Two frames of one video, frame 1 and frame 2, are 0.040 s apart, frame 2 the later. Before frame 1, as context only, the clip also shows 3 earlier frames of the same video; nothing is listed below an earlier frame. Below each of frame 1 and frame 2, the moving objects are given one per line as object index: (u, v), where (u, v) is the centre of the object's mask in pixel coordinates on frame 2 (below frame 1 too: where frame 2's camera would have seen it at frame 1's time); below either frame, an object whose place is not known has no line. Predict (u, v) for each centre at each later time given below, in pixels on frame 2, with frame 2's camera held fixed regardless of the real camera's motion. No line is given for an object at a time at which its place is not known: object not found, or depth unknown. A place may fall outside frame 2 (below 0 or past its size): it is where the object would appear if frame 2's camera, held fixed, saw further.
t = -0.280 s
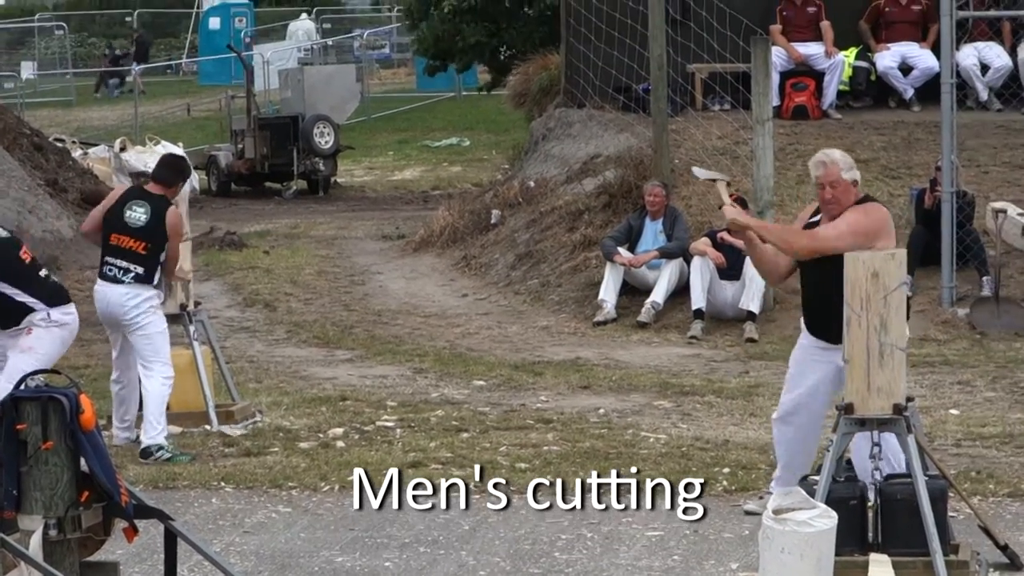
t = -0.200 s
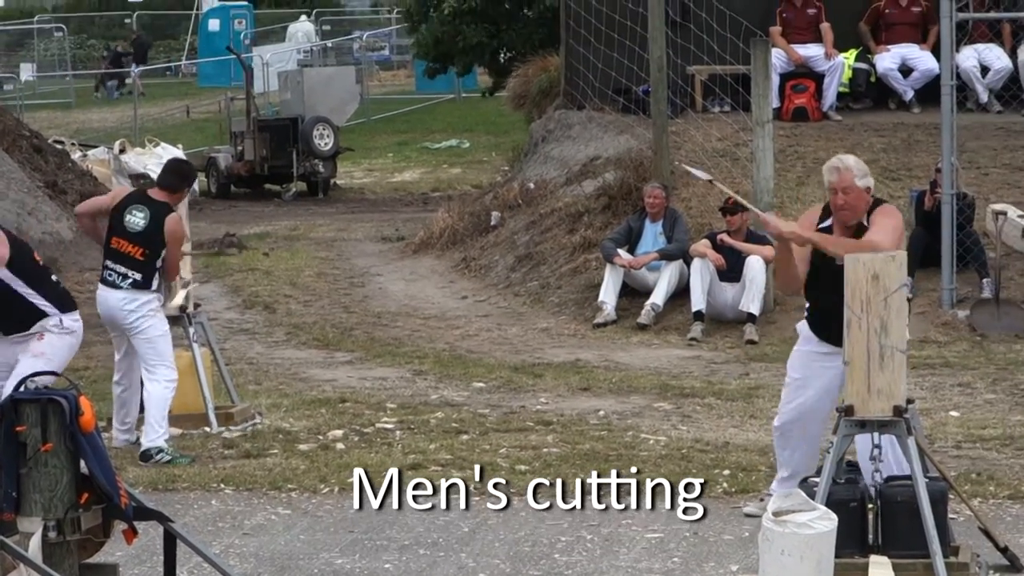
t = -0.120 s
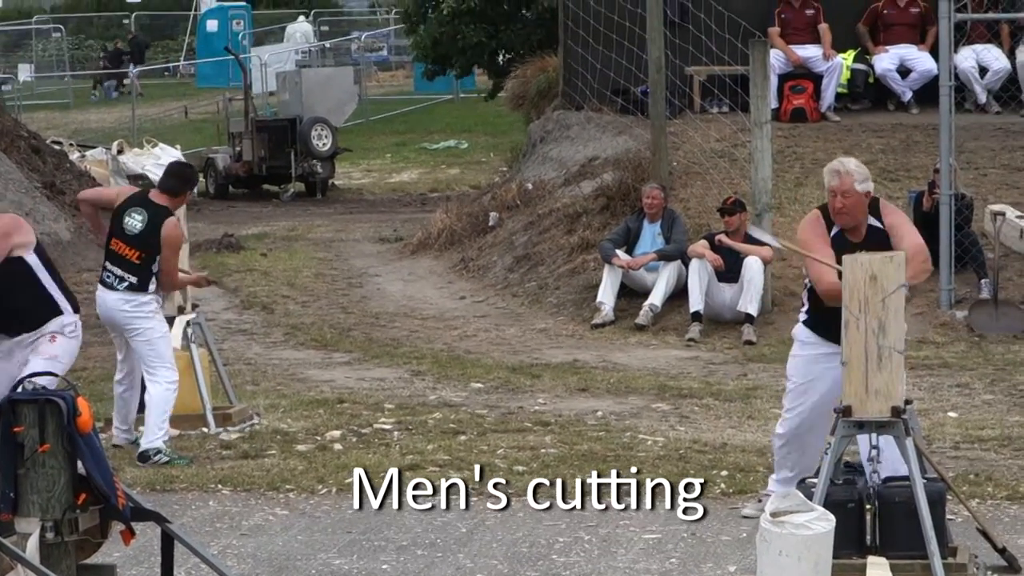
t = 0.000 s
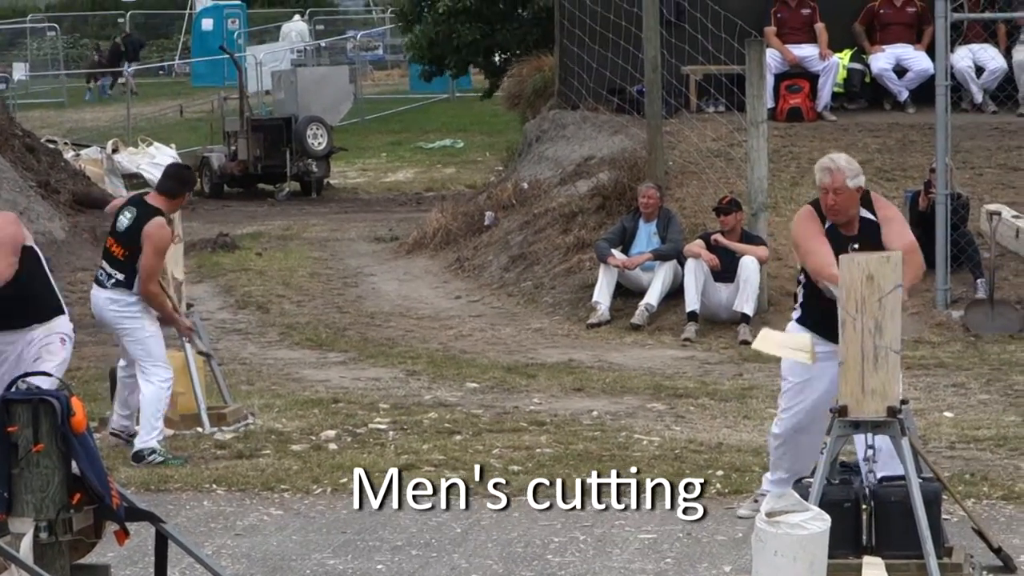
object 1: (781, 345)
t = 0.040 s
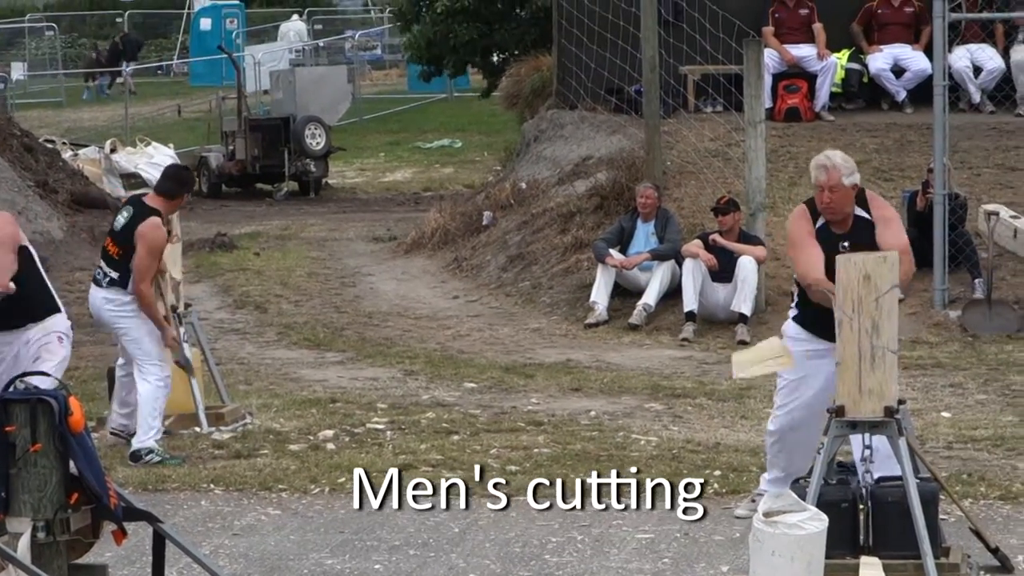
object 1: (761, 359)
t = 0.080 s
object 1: (741, 375)
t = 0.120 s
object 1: (721, 393)
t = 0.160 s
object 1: (701, 417)
